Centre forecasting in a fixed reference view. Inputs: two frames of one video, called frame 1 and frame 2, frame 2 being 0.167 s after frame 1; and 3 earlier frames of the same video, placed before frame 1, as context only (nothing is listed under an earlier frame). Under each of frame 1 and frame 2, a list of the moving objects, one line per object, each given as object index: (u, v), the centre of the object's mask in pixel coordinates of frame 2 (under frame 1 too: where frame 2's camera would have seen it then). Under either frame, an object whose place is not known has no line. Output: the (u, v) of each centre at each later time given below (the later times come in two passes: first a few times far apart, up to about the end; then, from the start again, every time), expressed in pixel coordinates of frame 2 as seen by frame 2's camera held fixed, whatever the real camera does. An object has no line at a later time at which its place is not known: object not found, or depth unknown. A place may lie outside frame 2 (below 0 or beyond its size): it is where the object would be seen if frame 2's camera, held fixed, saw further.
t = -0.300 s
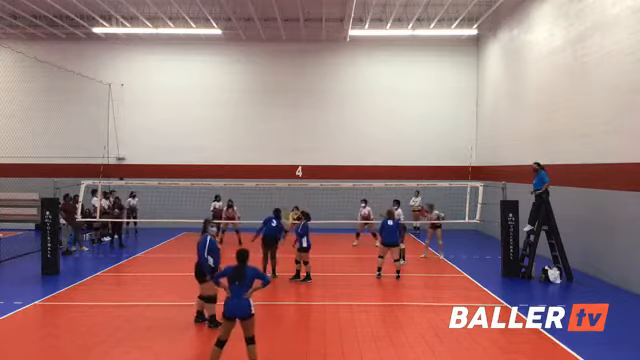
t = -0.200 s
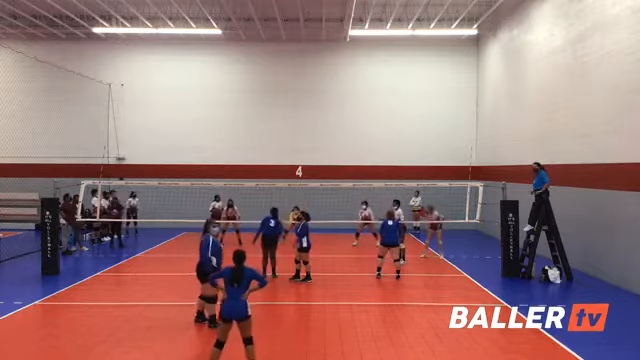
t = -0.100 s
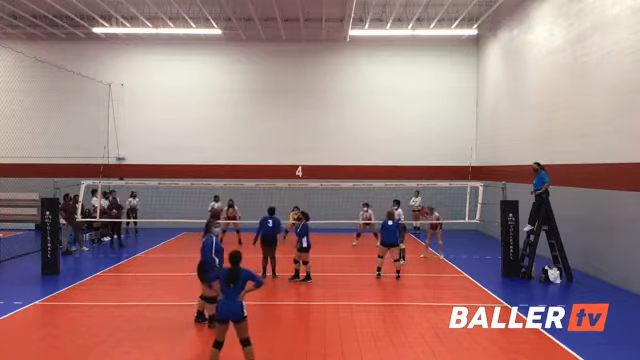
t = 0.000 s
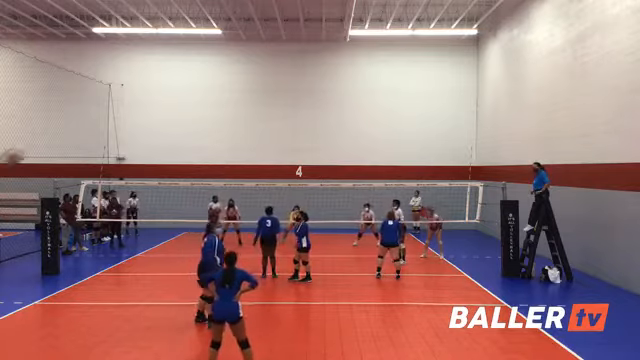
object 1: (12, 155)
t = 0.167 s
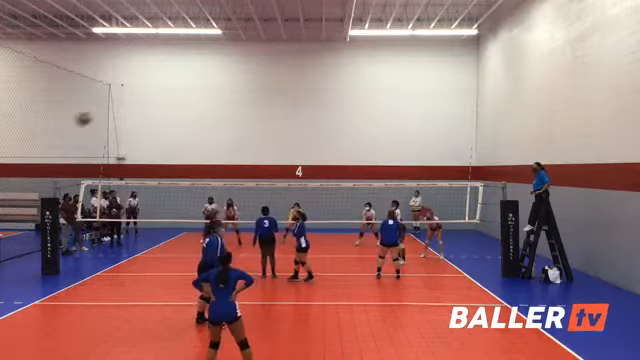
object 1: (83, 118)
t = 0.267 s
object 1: (112, 110)
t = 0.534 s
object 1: (161, 118)
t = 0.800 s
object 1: (189, 149)
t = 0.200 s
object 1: (93, 114)
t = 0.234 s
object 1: (103, 112)
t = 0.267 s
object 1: (112, 110)
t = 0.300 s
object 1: (120, 109)
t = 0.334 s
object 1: (127, 109)
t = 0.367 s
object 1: (134, 109)
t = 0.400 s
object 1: (140, 111)
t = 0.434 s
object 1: (145, 112)
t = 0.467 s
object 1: (150, 113)
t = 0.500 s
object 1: (156, 116)
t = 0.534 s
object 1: (161, 118)
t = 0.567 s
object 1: (166, 121)
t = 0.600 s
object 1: (169, 125)
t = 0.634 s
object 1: (173, 128)
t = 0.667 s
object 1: (177, 132)
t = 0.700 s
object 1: (181, 136)
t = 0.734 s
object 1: (184, 140)
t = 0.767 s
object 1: (186, 144)
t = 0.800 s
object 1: (189, 149)
